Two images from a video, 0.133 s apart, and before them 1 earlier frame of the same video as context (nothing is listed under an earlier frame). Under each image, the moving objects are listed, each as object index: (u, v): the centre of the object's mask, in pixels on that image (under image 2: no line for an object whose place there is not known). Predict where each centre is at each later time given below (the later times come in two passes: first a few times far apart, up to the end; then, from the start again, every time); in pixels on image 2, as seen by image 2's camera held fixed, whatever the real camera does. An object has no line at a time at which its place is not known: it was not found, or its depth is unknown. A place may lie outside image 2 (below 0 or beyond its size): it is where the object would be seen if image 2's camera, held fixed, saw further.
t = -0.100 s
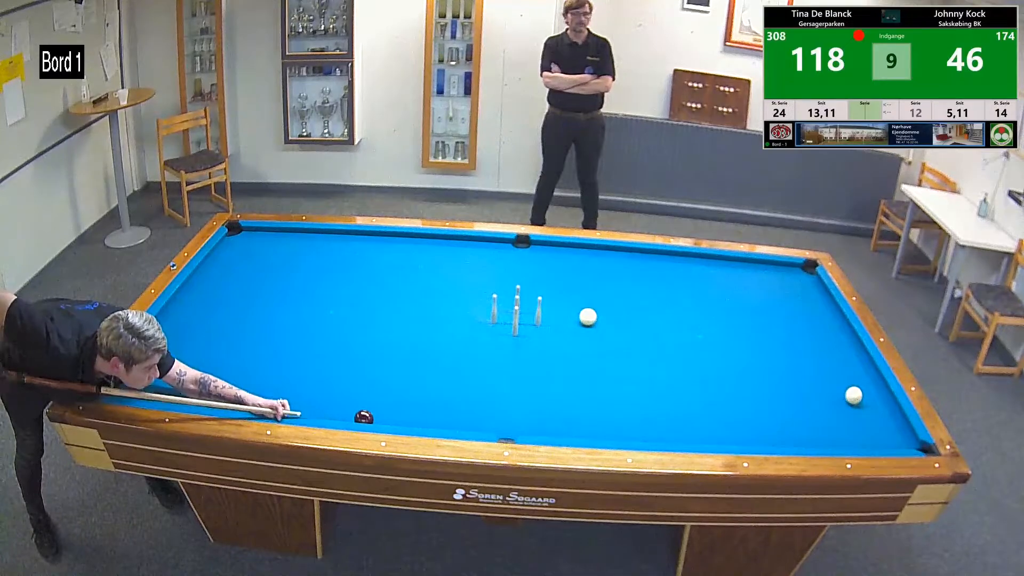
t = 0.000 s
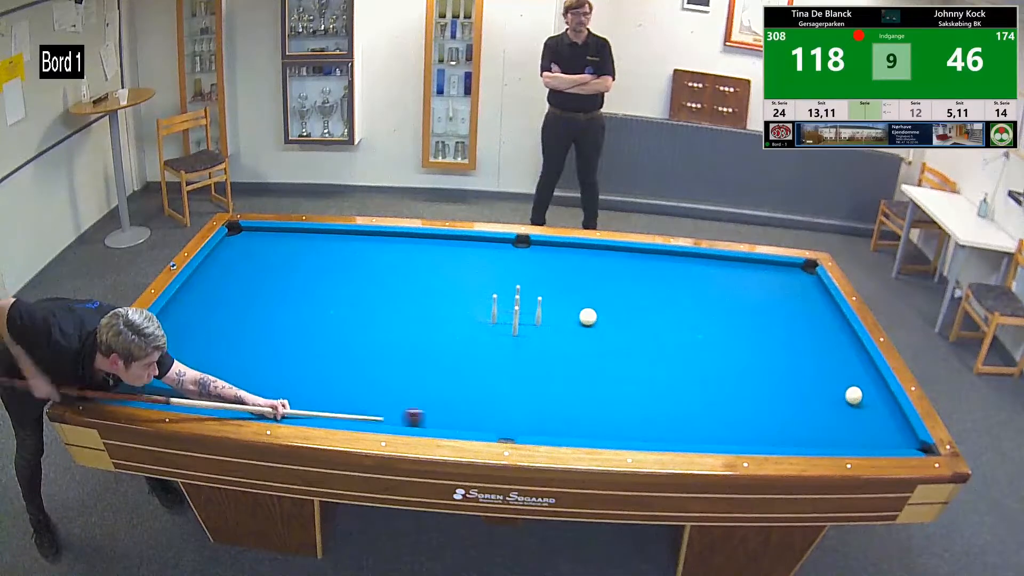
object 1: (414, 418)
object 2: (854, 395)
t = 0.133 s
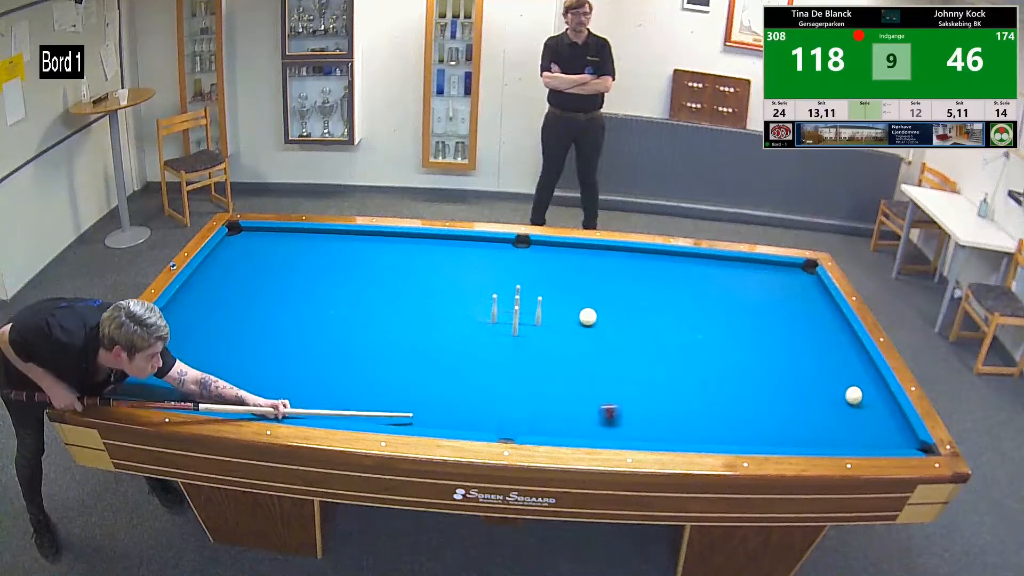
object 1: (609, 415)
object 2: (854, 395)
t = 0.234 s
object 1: (737, 409)
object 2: (854, 395)
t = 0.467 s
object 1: (870, 418)
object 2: (834, 374)
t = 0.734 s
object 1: (904, 442)
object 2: (672, 341)
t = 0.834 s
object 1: (893, 442)
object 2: (621, 330)
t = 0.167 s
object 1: (655, 413)
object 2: (854, 395)
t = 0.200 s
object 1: (696, 411)
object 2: (854, 395)
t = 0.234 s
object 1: (737, 409)
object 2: (854, 395)
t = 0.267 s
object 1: (774, 406)
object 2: (854, 395)
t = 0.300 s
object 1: (808, 404)
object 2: (854, 395)
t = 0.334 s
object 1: (839, 401)
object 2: (854, 395)
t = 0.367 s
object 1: (849, 405)
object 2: (873, 389)
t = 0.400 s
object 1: (856, 410)
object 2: (876, 384)
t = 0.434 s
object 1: (863, 414)
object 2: (855, 379)
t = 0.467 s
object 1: (870, 418)
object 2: (834, 374)
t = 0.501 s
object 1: (878, 422)
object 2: (812, 370)
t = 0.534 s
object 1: (885, 426)
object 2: (791, 366)
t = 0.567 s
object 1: (893, 429)
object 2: (770, 361)
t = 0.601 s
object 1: (901, 432)
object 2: (749, 357)
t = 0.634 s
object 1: (909, 438)
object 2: (729, 352)
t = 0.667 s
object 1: (909, 439)
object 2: (709, 348)
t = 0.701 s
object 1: (906, 440)
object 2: (690, 344)
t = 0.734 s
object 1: (904, 442)
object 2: (672, 341)
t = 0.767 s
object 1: (901, 443)
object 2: (654, 337)
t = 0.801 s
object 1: (898, 443)
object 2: (637, 333)
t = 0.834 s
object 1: (893, 442)
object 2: (621, 330)
